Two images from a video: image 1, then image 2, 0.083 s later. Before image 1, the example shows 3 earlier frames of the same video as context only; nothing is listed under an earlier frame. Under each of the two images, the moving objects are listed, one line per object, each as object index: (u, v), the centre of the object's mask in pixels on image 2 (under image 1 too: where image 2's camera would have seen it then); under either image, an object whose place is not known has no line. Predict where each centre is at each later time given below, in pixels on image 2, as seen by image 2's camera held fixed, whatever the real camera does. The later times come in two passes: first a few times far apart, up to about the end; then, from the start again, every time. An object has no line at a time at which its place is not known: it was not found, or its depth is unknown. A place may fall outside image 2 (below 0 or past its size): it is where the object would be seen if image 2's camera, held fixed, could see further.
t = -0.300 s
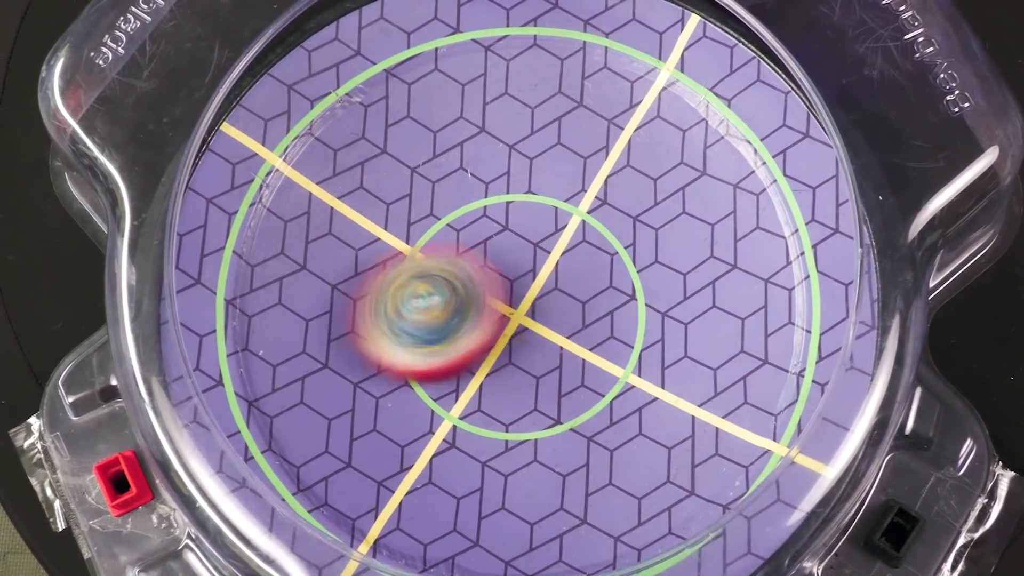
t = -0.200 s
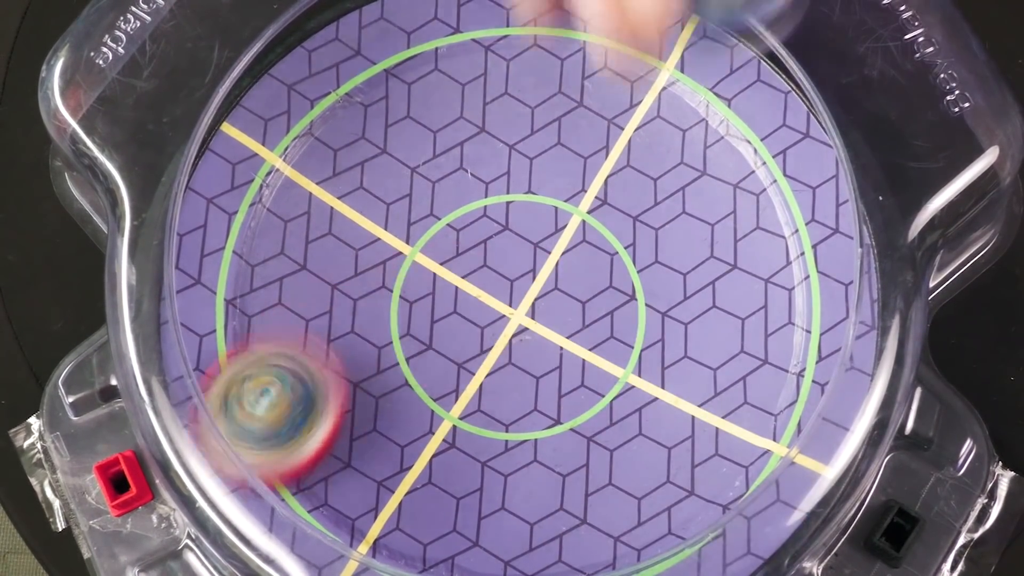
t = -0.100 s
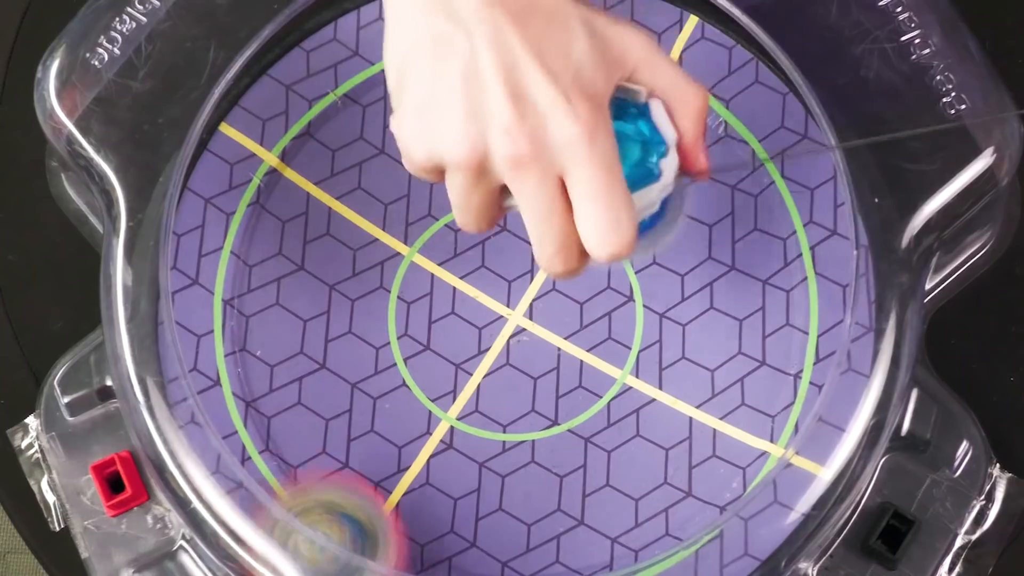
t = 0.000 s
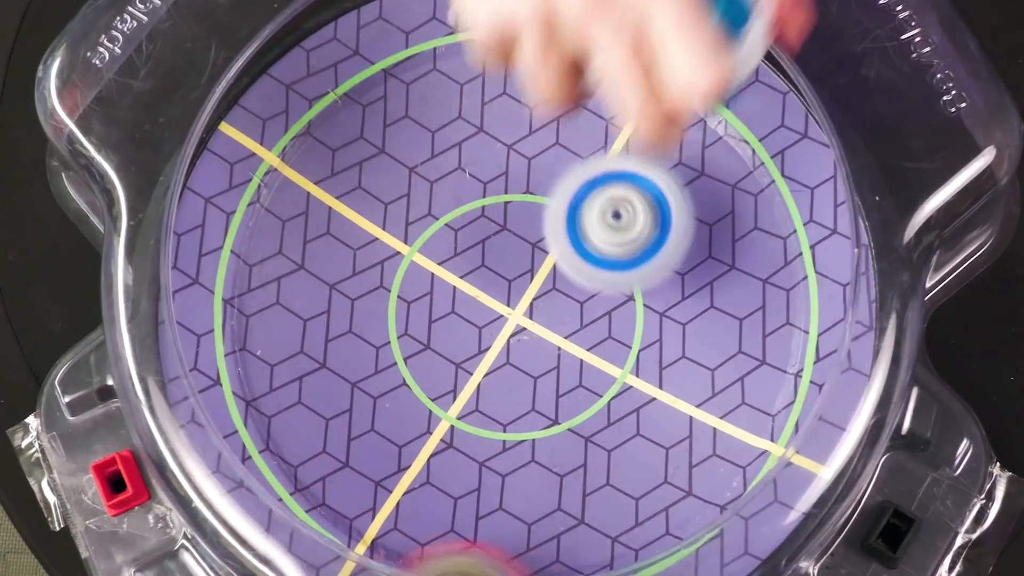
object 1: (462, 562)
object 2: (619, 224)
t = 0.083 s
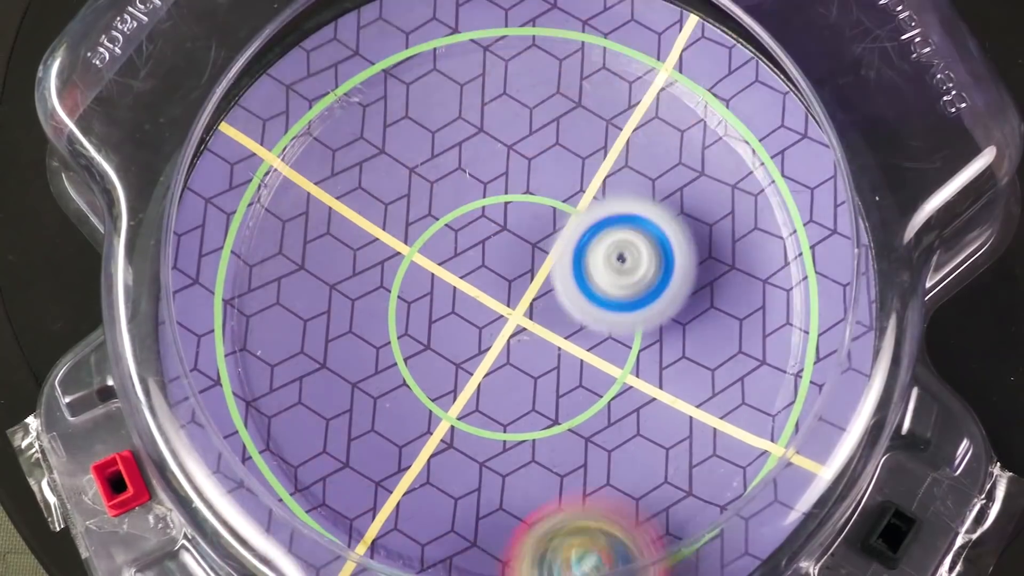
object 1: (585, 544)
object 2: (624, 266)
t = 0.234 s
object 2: (538, 227)
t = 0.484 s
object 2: (613, 39)
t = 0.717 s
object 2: (668, 356)
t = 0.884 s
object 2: (321, 408)
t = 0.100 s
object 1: (606, 534)
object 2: (622, 270)
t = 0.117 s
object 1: (626, 521)
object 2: (620, 277)
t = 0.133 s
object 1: (642, 504)
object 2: (619, 286)
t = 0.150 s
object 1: (655, 472)
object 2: (616, 295)
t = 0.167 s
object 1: (668, 435)
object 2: (609, 302)
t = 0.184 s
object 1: (688, 426)
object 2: (590, 292)
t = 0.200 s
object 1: (711, 423)
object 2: (570, 269)
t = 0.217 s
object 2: (550, 249)
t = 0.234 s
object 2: (538, 227)
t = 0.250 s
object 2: (524, 205)
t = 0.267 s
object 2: (515, 184)
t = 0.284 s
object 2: (509, 165)
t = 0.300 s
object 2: (505, 143)
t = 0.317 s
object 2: (503, 123)
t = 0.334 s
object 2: (504, 104)
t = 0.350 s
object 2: (509, 87)
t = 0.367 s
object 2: (516, 68)
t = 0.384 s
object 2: (525, 55)
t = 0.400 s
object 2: (537, 47)
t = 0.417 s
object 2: (553, 45)
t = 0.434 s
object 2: (572, 39)
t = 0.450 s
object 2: (588, 29)
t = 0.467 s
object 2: (601, 33)
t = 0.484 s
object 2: (613, 39)
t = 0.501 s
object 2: (629, 43)
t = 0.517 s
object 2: (645, 50)
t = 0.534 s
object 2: (660, 58)
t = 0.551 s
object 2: (676, 69)
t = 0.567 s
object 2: (691, 90)
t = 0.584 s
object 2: (707, 114)
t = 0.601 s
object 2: (716, 143)
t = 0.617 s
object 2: (723, 172)
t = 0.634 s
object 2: (727, 202)
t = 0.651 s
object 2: (724, 233)
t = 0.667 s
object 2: (719, 263)
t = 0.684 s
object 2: (708, 296)
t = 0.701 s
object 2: (690, 327)
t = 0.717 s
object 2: (668, 356)
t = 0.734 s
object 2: (643, 380)
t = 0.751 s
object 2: (614, 402)
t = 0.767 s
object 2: (579, 423)
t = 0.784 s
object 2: (544, 435)
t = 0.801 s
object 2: (509, 445)
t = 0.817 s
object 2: (467, 446)
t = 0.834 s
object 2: (428, 445)
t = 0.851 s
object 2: (391, 438)
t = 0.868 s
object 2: (350, 423)
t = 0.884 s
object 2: (321, 408)
